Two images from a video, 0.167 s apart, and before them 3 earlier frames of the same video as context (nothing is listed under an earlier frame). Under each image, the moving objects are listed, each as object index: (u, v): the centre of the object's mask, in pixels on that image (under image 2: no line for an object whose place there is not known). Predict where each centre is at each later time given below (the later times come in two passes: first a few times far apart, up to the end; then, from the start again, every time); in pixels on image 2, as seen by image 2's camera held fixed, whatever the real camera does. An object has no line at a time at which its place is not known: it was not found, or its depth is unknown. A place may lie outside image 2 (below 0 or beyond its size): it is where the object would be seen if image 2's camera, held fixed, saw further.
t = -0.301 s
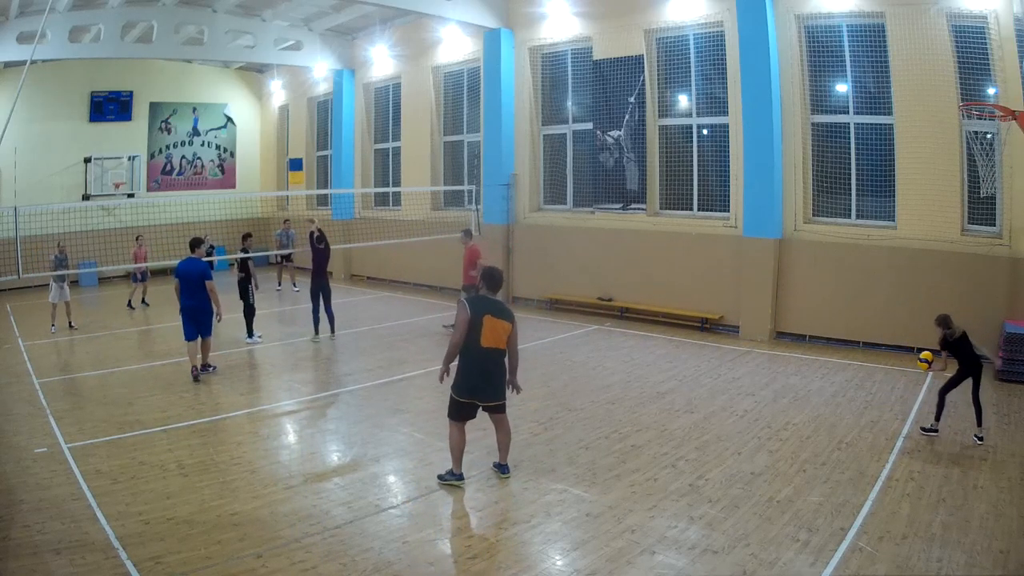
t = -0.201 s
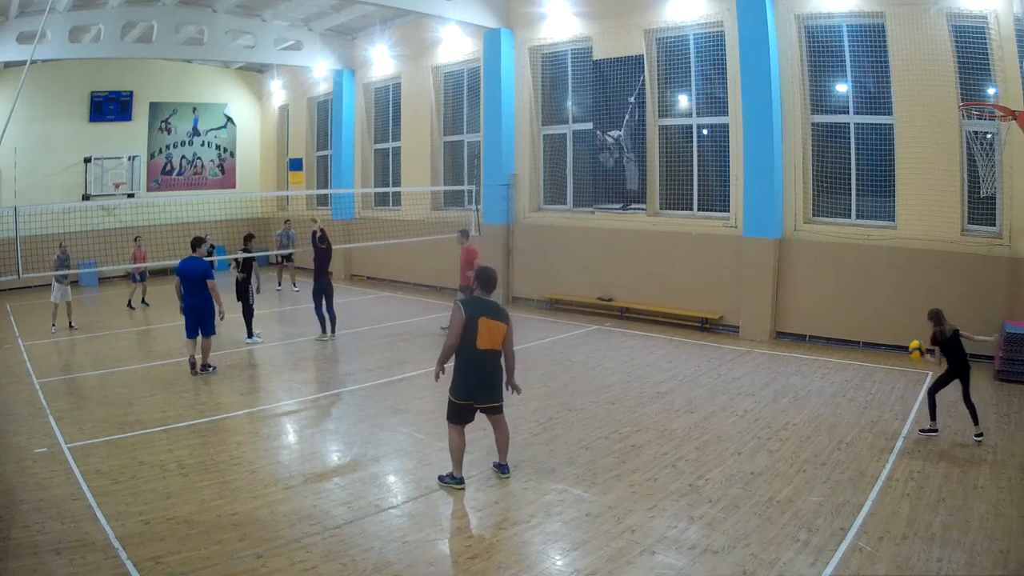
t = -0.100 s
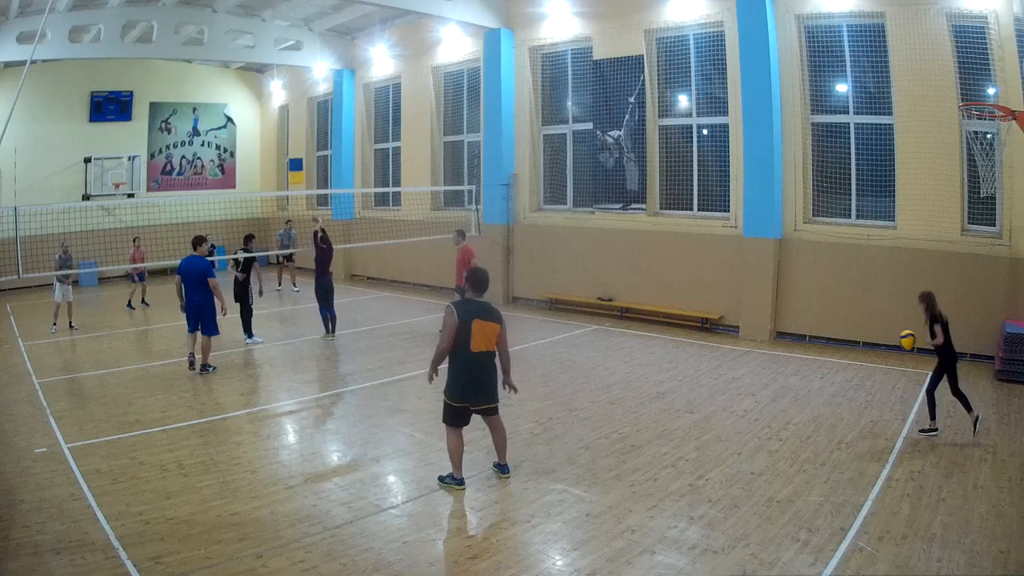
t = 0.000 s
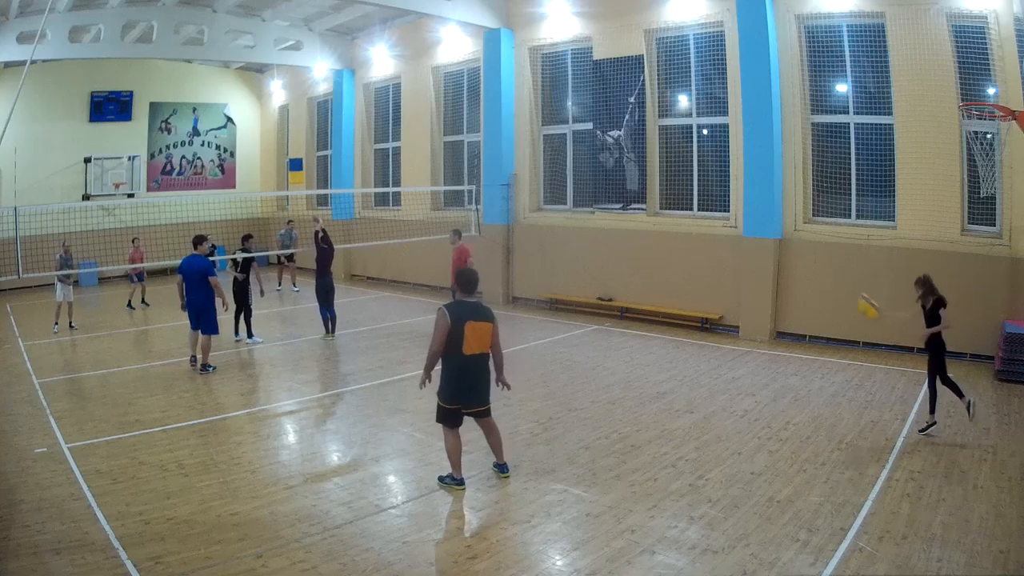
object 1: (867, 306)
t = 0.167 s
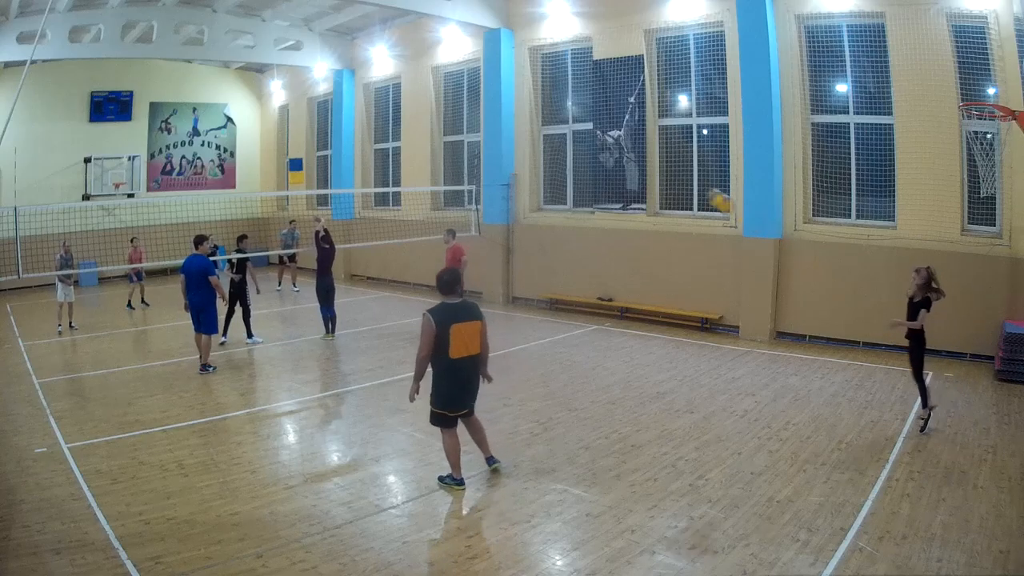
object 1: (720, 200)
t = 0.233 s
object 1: (659, 169)
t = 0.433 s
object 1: (495, 106)
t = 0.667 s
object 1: (354, 96)
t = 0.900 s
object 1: (254, 125)
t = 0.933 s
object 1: (244, 131)
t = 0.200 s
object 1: (689, 184)
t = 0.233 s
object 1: (659, 169)
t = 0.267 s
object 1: (630, 153)
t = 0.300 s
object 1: (603, 141)
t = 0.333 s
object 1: (575, 130)
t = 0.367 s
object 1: (547, 118)
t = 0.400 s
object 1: (519, 113)
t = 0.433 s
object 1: (495, 106)
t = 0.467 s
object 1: (472, 100)
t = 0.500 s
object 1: (448, 97)
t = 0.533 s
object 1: (426, 96)
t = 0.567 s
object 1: (408, 95)
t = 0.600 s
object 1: (387, 93)
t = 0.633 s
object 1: (372, 94)
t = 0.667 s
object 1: (354, 96)
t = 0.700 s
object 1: (334, 98)
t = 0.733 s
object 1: (318, 101)
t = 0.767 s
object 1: (304, 106)
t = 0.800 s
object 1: (291, 110)
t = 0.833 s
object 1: (281, 114)
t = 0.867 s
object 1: (267, 120)
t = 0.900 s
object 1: (254, 125)
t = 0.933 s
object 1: (244, 131)
